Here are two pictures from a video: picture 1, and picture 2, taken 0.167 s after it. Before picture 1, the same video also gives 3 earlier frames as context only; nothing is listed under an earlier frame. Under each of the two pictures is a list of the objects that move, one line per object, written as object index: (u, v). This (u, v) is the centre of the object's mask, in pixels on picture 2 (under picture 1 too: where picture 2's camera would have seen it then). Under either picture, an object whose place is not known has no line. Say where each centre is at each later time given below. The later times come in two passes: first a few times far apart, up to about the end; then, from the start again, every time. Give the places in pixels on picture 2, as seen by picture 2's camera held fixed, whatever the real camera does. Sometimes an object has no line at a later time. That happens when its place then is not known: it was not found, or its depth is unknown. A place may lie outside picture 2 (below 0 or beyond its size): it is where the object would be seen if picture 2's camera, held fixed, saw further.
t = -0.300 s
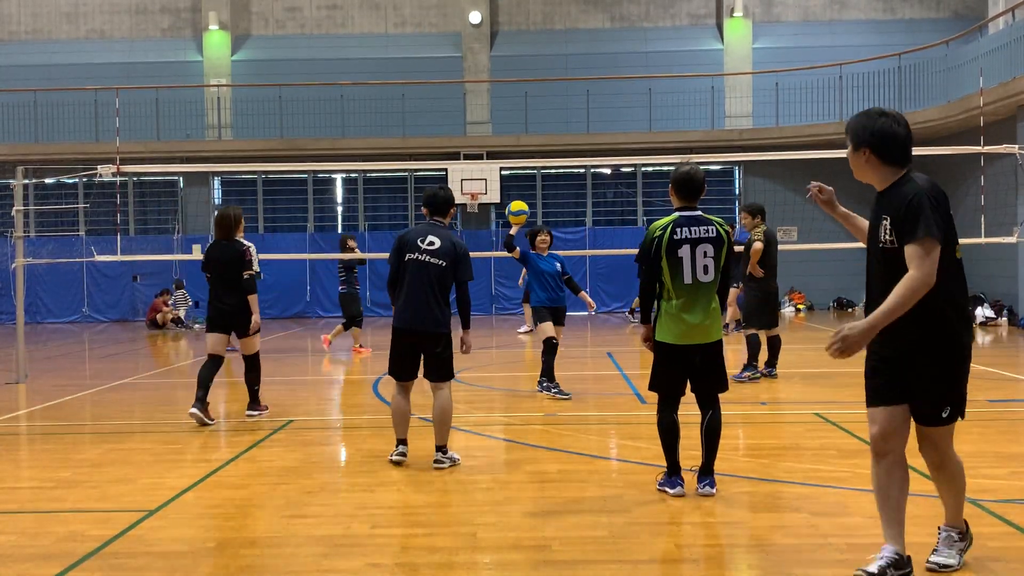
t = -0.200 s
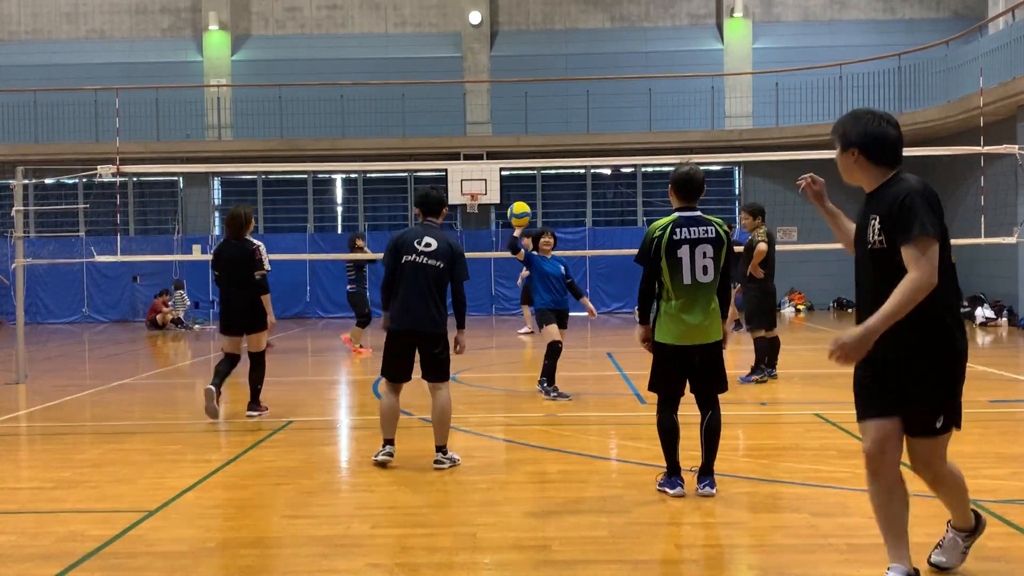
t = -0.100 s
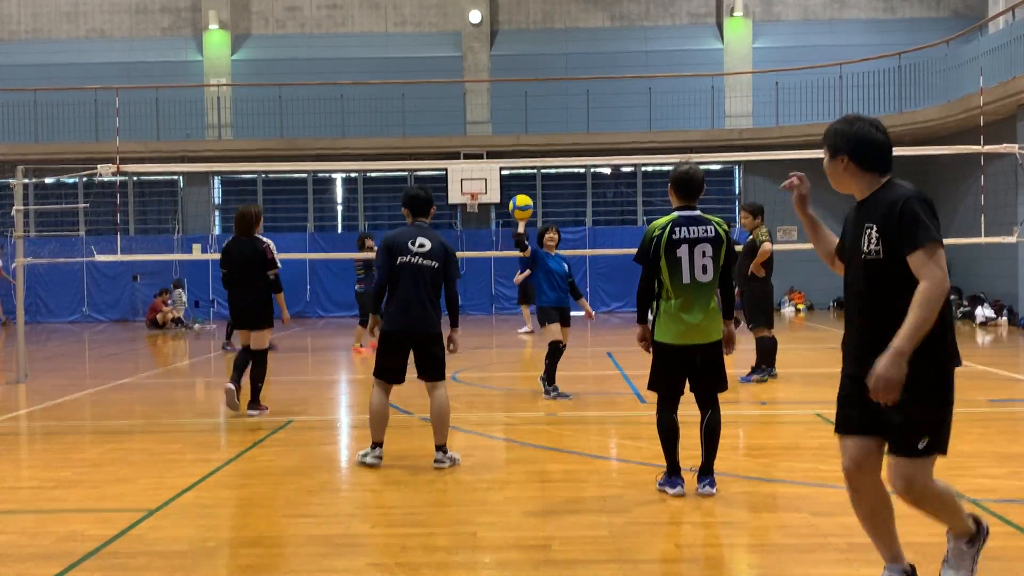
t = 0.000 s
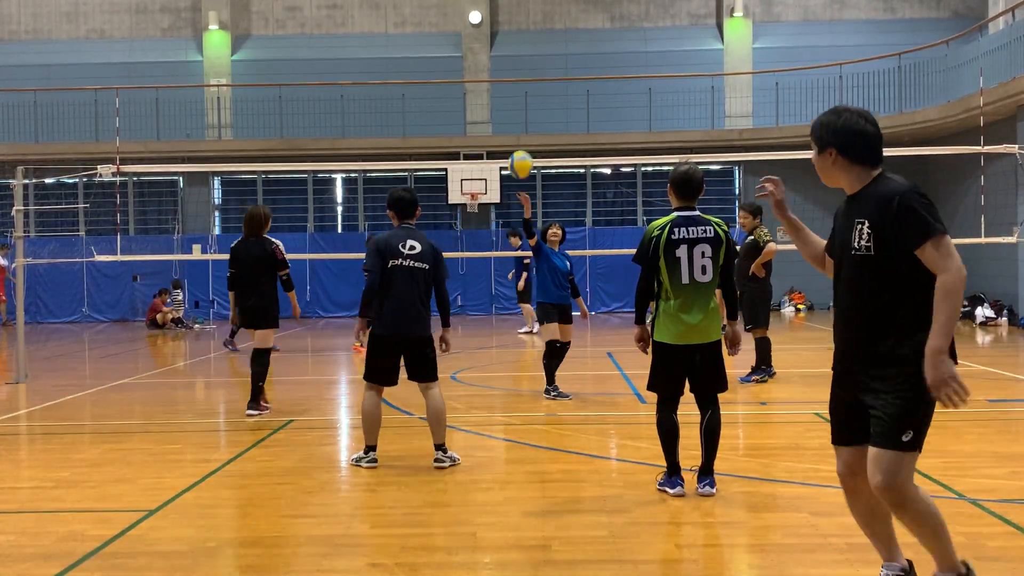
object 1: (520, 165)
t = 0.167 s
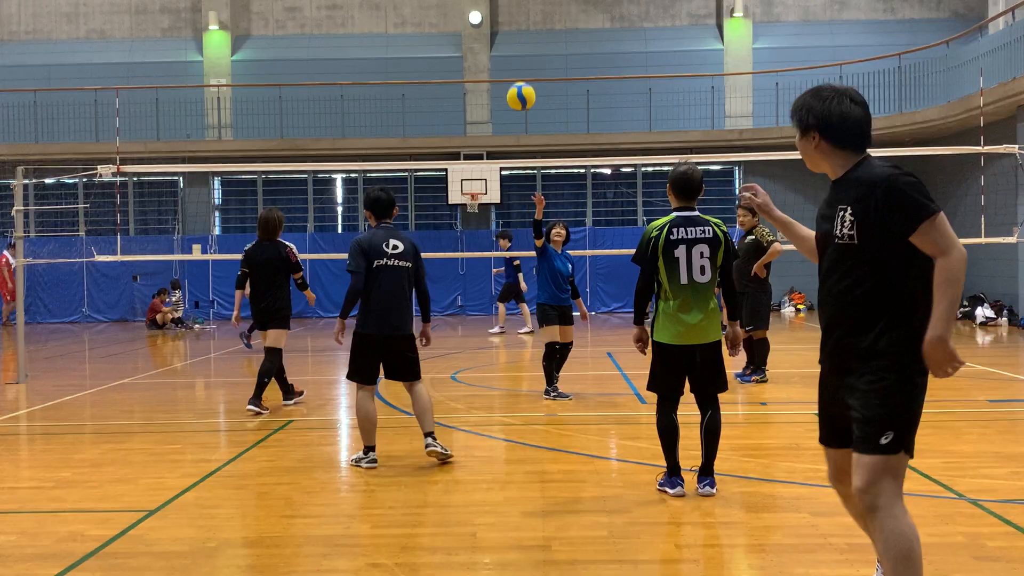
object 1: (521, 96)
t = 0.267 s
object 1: (522, 67)
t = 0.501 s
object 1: (526, 43)
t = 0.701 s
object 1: (532, 94)
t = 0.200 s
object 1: (521, 86)
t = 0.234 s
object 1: (521, 76)
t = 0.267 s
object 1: (522, 67)
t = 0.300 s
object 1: (522, 58)
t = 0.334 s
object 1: (523, 52)
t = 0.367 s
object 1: (523, 48)
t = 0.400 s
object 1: (524, 44)
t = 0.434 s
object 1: (524, 42)
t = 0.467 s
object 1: (525, 41)
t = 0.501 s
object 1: (526, 43)
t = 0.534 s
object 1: (527, 46)
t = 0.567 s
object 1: (528, 51)
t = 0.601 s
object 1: (529, 58)
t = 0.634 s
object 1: (530, 68)
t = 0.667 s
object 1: (531, 79)
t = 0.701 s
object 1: (532, 94)
